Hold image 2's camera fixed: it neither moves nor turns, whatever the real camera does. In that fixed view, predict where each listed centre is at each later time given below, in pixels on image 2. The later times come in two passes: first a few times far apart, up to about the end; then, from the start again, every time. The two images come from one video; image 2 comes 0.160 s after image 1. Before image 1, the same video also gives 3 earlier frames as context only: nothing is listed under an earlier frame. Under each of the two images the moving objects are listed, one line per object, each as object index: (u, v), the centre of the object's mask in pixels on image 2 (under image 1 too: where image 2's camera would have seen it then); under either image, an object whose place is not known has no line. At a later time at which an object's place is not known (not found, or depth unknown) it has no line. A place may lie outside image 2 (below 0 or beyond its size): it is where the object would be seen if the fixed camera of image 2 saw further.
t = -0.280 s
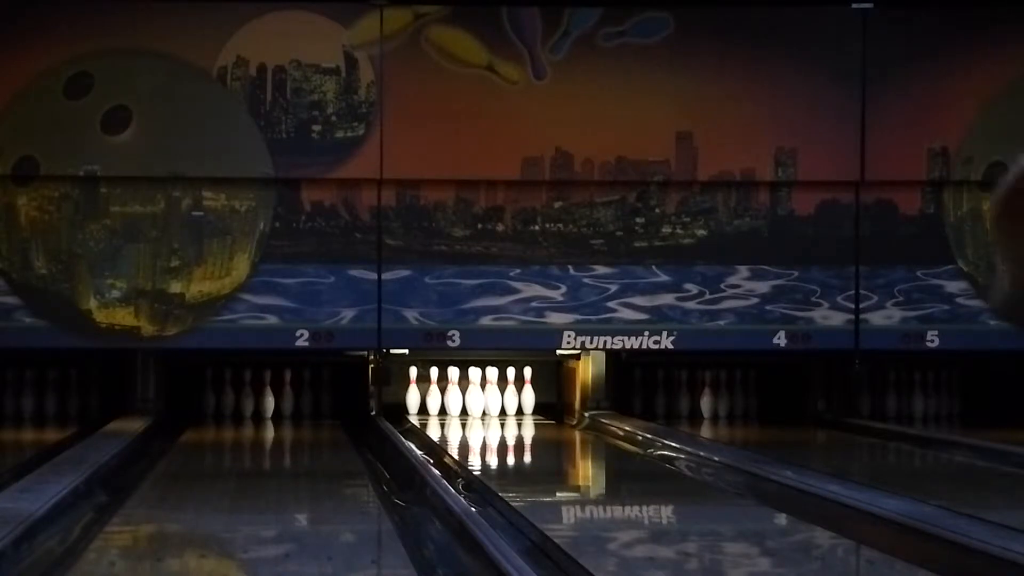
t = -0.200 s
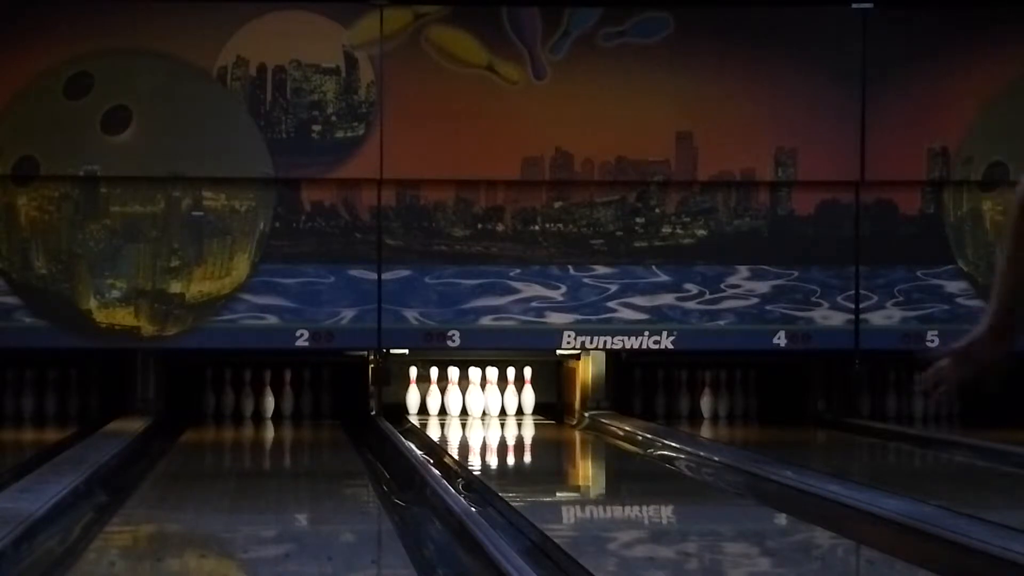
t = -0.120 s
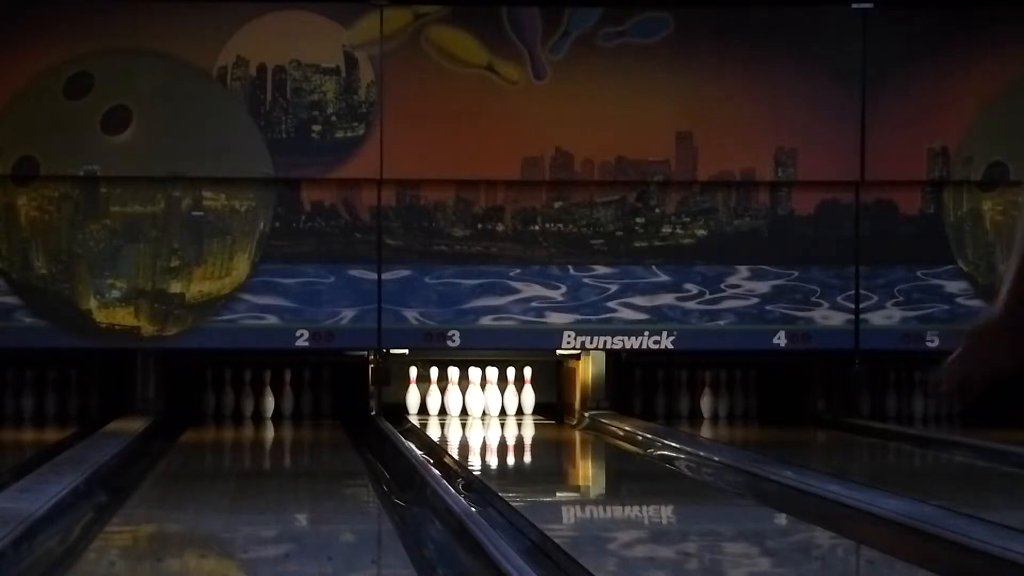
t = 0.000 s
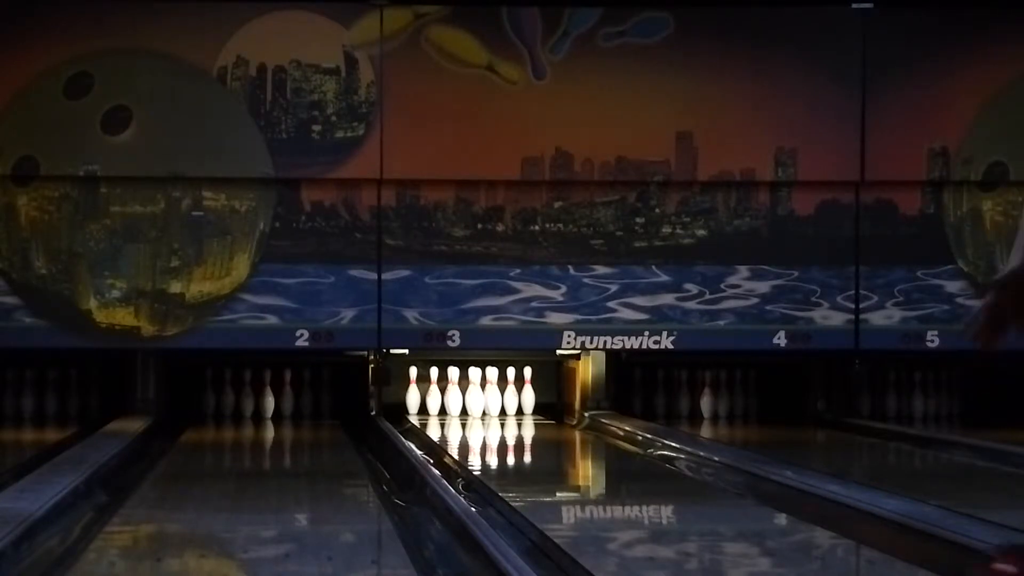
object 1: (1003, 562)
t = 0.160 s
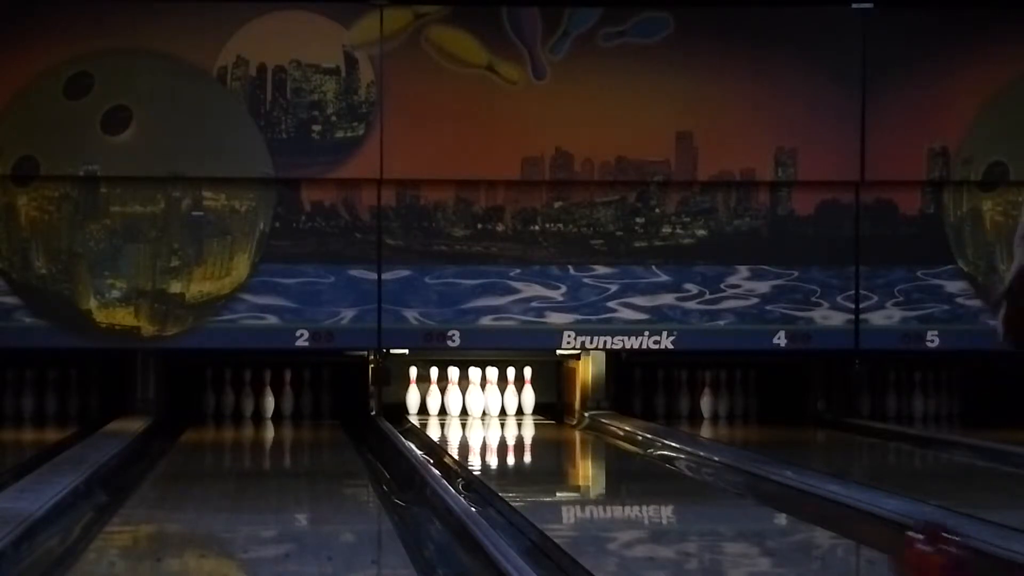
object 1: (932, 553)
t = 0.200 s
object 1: (915, 549)
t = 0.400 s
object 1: (837, 522)
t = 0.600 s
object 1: (777, 497)
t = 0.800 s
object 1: (728, 480)
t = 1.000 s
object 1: (689, 465)
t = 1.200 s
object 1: (655, 452)
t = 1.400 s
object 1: (625, 442)
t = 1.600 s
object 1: (597, 432)
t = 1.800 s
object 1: (572, 426)
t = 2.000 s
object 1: (548, 418)
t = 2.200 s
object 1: (525, 413)
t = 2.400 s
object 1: (502, 409)
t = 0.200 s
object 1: (915, 549)
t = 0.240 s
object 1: (895, 545)
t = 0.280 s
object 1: (881, 541)
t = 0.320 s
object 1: (865, 534)
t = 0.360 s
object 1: (849, 527)
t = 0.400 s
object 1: (837, 522)
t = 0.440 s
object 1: (823, 517)
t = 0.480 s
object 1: (812, 512)
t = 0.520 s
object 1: (800, 506)
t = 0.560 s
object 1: (787, 503)
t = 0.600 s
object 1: (777, 497)
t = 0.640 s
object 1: (767, 494)
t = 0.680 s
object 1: (758, 490)
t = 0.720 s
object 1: (748, 487)
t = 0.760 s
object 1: (739, 483)
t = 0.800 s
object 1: (728, 480)
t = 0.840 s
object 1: (721, 476)
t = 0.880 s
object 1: (712, 472)
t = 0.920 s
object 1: (705, 470)
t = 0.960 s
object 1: (697, 468)
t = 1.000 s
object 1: (689, 465)
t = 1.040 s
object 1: (682, 461)
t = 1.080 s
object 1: (675, 458)
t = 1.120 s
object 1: (668, 456)
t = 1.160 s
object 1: (661, 454)
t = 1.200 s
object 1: (655, 452)
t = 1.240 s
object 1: (648, 449)
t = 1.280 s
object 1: (642, 447)
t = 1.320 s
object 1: (636, 445)
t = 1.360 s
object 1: (631, 443)
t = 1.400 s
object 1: (625, 442)
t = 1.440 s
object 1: (620, 439)
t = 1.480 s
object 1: (613, 438)
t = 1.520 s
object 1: (607, 436)
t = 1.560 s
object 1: (602, 434)
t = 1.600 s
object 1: (597, 432)
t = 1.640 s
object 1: (591, 431)
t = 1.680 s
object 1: (587, 430)
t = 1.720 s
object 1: (582, 428)
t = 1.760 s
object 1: (577, 427)
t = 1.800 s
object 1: (572, 426)
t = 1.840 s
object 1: (567, 424)
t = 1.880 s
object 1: (563, 421)
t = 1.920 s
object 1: (559, 420)
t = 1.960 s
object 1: (552, 420)
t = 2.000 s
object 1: (548, 418)
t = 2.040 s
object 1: (544, 417)
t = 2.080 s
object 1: (540, 416)
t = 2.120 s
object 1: (534, 415)
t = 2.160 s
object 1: (529, 414)
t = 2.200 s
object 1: (525, 413)
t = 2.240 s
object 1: (520, 412)
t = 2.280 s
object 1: (515, 411)
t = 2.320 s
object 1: (511, 410)
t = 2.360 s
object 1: (507, 409)
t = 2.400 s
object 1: (502, 409)
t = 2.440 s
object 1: (498, 407)
